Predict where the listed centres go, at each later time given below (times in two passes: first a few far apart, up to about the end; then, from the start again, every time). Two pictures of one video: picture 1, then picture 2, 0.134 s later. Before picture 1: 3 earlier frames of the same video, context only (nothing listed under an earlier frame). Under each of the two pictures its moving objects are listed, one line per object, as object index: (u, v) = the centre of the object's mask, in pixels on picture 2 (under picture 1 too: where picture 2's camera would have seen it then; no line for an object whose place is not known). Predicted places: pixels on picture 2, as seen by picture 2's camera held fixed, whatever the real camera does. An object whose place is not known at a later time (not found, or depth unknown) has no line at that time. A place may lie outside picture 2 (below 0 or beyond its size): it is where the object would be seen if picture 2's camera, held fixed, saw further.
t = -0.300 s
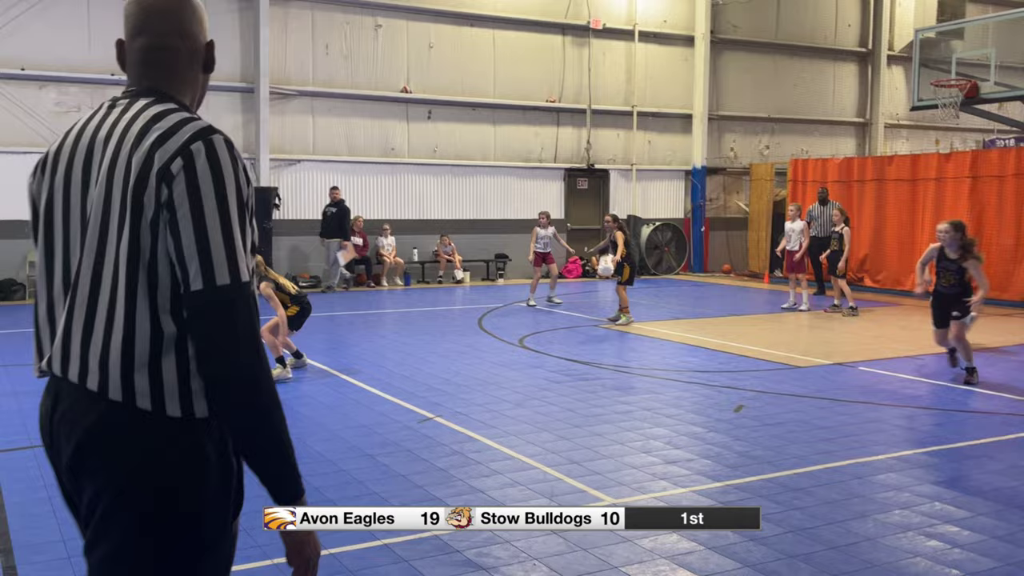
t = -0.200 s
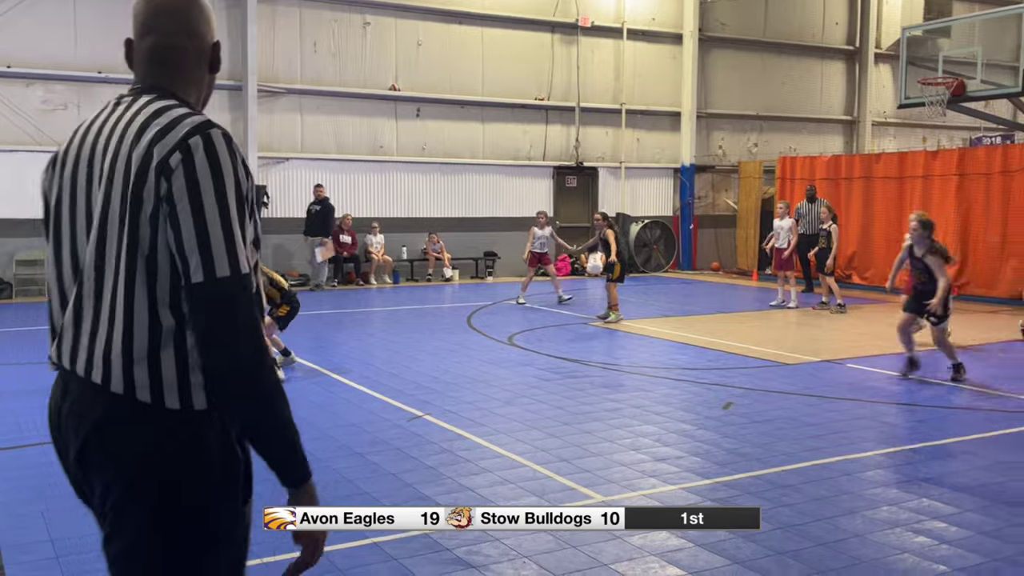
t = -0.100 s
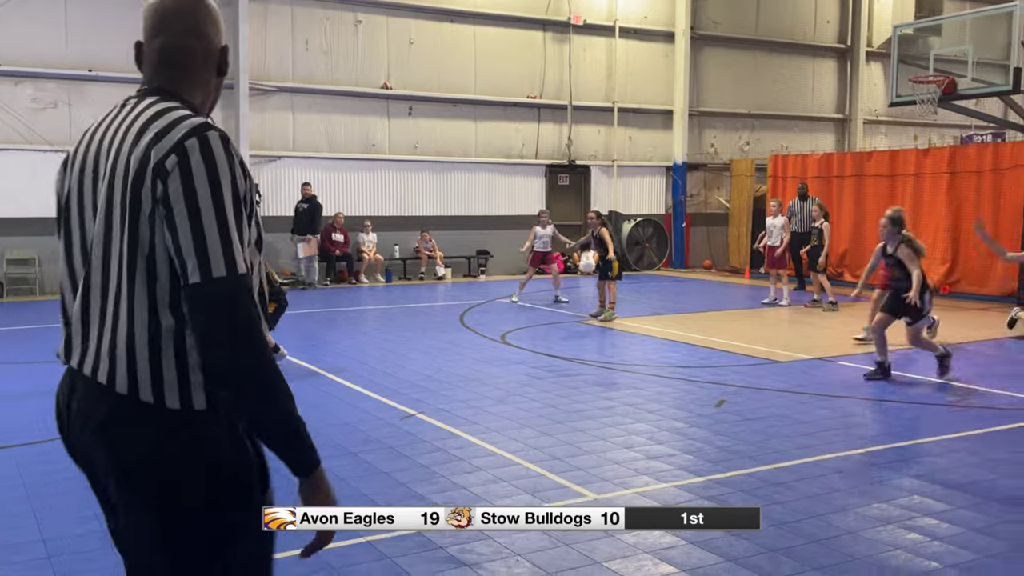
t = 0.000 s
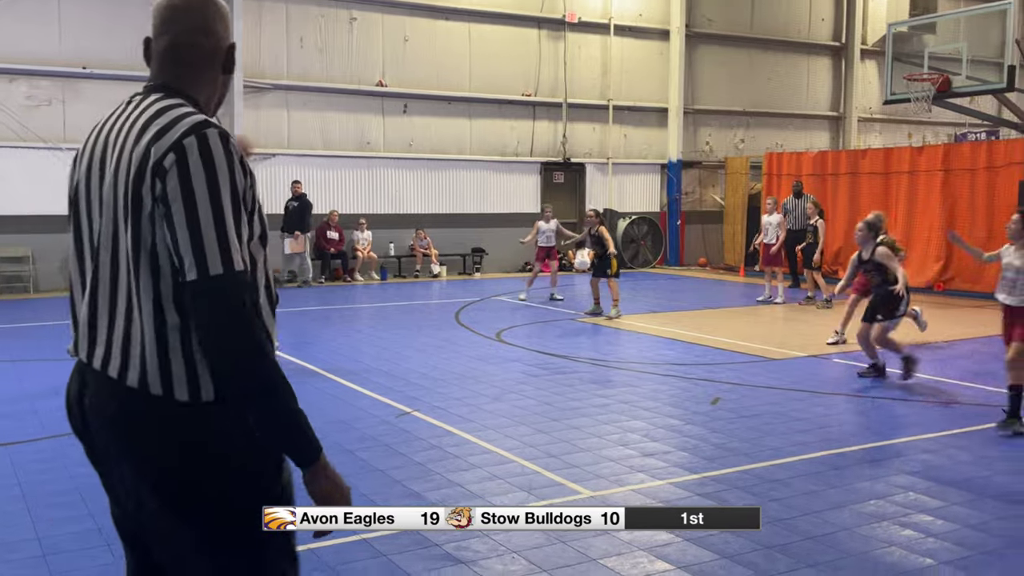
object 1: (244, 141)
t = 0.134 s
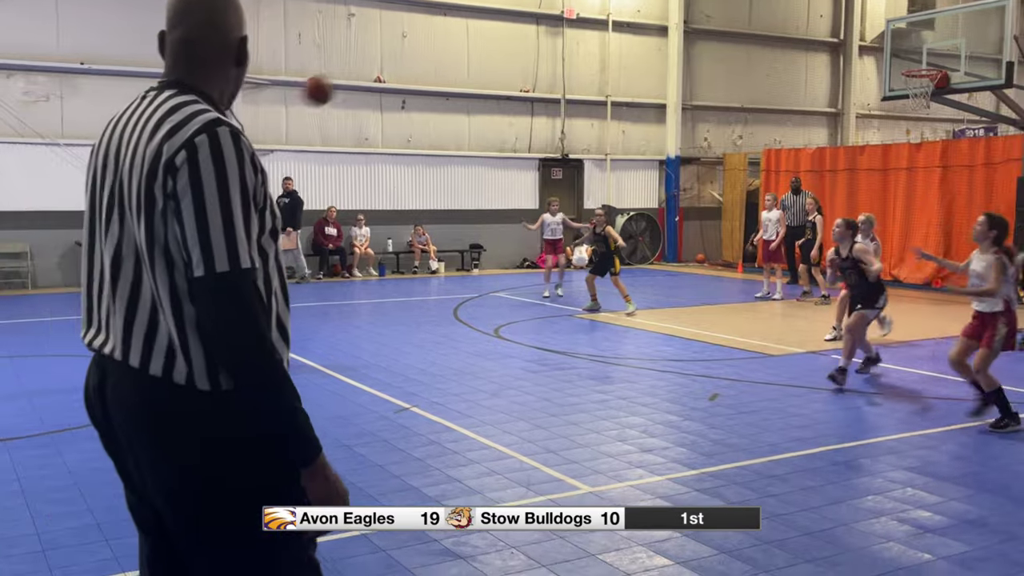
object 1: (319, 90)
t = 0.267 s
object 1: (407, 54)
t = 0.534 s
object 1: (605, 51)
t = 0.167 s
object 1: (340, 79)
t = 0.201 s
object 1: (361, 69)
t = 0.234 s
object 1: (384, 61)
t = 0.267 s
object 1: (407, 54)
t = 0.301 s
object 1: (431, 48)
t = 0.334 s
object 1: (454, 44)
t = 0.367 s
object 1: (479, 41)
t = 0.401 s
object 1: (503, 40)
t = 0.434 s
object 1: (528, 40)
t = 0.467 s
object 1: (553, 42)
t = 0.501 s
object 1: (579, 46)
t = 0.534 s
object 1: (605, 51)
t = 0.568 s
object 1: (632, 57)
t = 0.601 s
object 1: (659, 66)
